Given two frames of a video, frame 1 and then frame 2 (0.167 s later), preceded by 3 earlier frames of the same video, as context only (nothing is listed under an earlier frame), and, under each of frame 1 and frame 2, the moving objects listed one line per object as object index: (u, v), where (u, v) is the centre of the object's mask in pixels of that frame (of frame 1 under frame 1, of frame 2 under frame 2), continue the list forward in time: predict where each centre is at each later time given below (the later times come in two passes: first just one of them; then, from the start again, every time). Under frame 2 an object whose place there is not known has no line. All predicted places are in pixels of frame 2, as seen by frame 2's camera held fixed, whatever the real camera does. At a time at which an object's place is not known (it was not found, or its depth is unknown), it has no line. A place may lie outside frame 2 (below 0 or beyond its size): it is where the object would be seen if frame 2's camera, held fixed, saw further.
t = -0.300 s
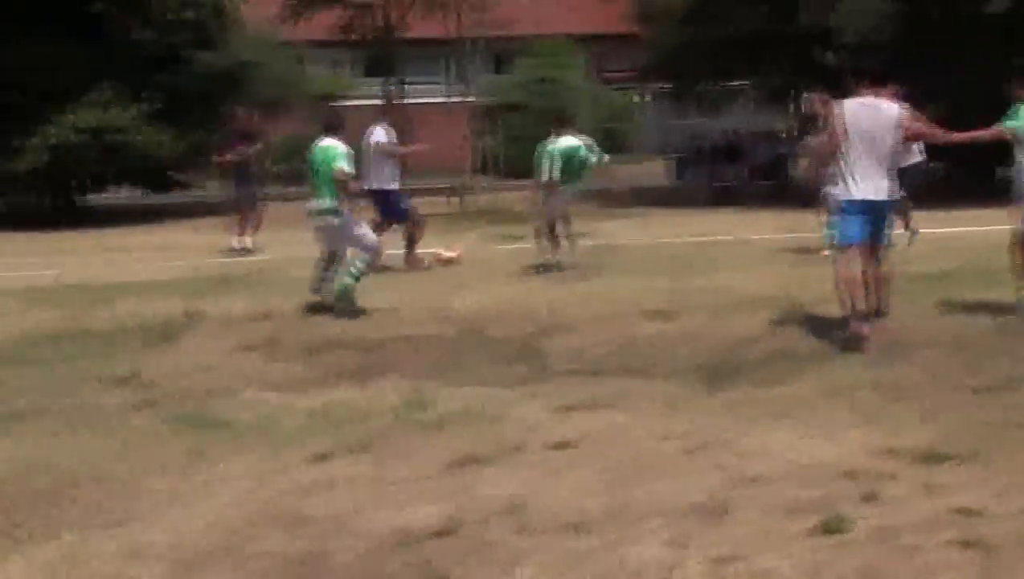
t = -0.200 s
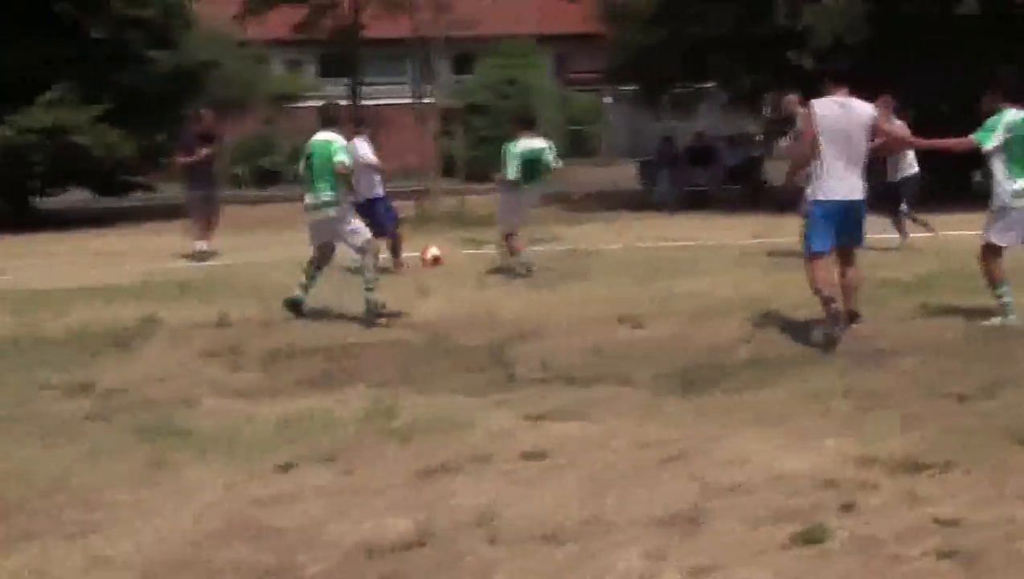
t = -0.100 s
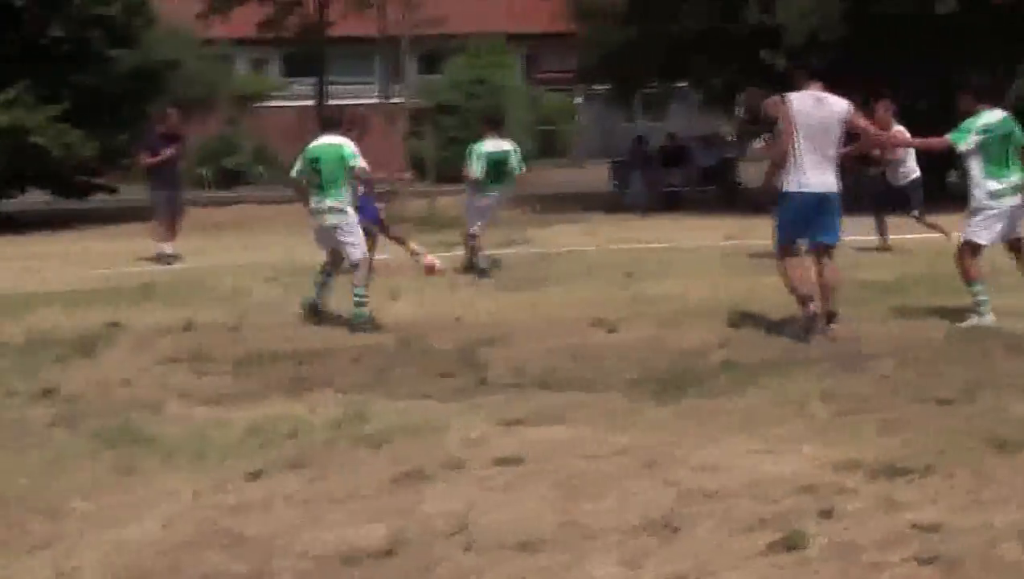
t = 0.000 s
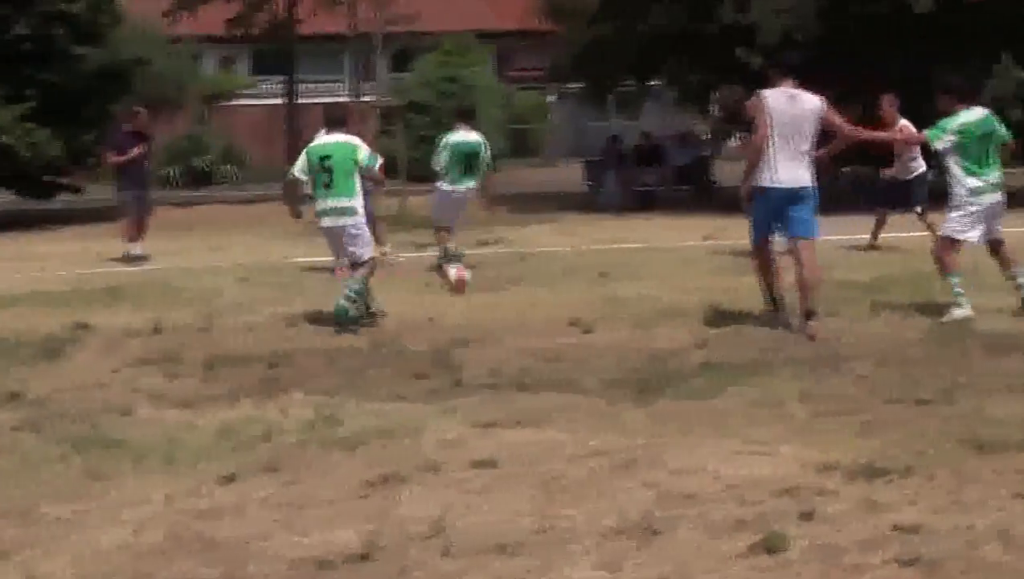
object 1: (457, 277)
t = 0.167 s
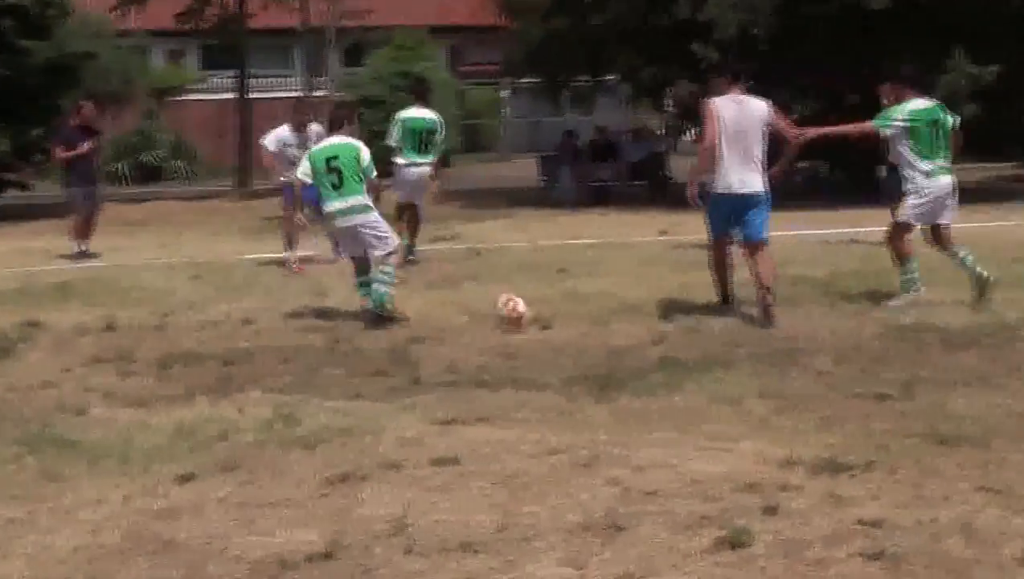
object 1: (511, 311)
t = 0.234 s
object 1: (574, 335)
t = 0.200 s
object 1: (542, 321)
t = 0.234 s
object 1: (574, 335)
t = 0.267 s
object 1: (600, 349)
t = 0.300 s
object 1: (623, 357)
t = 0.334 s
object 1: (654, 351)
